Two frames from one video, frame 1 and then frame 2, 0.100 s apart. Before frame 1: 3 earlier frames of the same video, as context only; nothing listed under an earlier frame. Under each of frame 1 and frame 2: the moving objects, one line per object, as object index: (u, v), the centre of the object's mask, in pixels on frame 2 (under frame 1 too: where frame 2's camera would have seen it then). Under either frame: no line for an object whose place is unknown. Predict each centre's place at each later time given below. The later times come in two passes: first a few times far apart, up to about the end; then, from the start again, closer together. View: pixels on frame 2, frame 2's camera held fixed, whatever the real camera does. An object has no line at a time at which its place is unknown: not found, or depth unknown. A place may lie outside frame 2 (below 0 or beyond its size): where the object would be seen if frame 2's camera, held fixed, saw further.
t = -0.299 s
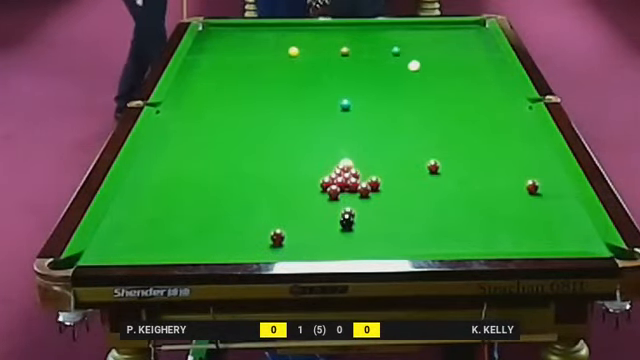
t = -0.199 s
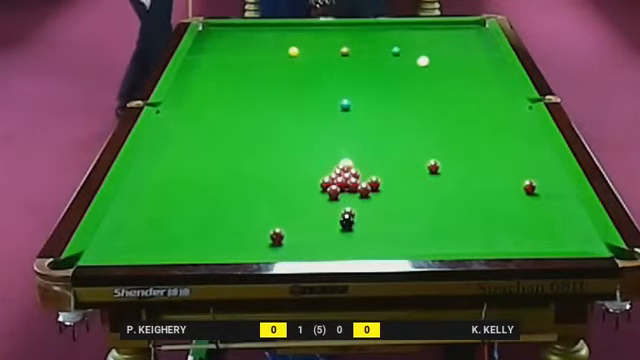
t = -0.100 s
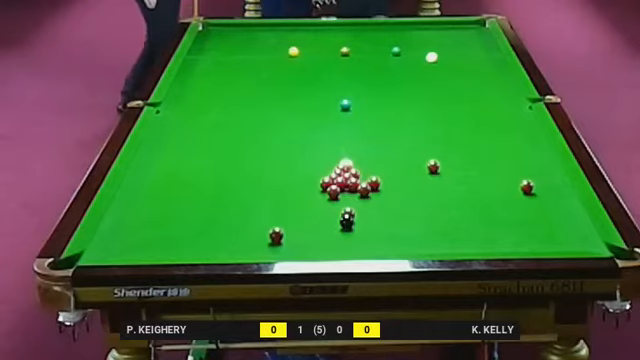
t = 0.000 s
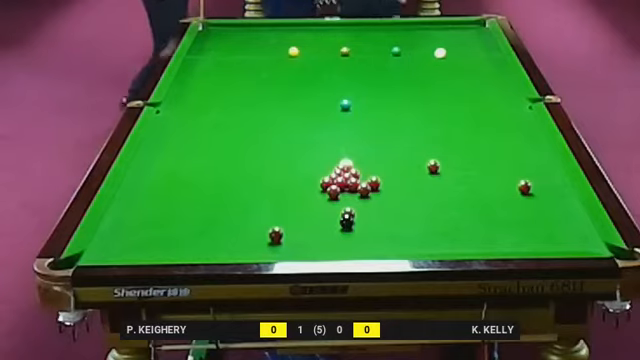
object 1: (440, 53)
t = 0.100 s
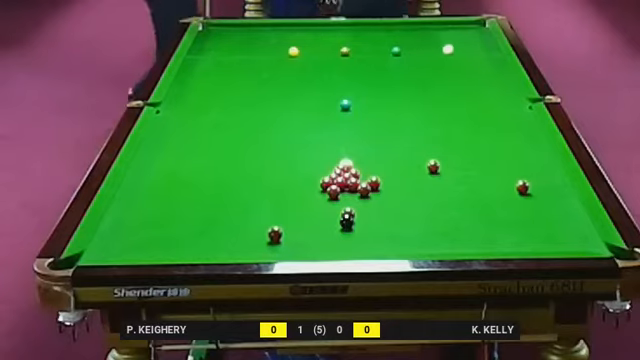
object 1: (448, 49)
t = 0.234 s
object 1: (458, 44)
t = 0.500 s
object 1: (477, 34)
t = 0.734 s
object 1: (480, 28)
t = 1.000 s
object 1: (466, 23)
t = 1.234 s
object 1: (459, 25)
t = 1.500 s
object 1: (453, 28)
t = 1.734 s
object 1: (448, 32)
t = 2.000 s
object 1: (442, 35)
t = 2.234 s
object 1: (438, 38)
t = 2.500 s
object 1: (433, 41)
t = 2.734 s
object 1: (429, 44)
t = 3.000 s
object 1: (425, 47)
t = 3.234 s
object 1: (422, 48)
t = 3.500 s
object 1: (419, 50)
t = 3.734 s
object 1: (416, 51)
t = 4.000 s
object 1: (414, 53)
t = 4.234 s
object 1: (412, 54)
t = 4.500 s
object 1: (410, 55)
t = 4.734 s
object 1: (410, 55)
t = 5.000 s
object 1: (410, 55)
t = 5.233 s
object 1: (409, 55)
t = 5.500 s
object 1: (409, 55)
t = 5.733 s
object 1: (409, 55)
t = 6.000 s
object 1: (409, 55)
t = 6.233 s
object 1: (409, 55)
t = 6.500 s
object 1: (409, 55)
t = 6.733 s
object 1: (409, 55)
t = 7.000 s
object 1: (409, 55)
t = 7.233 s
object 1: (409, 55)
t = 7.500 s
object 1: (409, 55)
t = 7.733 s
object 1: (409, 55)
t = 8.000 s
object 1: (409, 55)
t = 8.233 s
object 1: (409, 55)
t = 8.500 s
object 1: (409, 55)
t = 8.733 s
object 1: (409, 55)
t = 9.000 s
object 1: (409, 55)
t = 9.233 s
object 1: (409, 55)
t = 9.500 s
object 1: (409, 55)
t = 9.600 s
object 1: (409, 55)
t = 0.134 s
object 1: (451, 47)
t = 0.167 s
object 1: (453, 46)
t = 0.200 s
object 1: (456, 45)
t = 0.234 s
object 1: (458, 44)
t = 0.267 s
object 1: (461, 43)
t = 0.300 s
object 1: (463, 42)
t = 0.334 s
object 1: (465, 40)
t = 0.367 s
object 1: (468, 39)
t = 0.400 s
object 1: (470, 38)
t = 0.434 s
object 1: (473, 37)
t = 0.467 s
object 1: (474, 36)
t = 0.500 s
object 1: (477, 34)
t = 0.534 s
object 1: (480, 34)
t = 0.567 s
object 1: (482, 32)
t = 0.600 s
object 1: (484, 31)
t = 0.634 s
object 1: (485, 31)
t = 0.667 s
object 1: (483, 30)
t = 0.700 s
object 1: (481, 29)
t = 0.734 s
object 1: (480, 28)
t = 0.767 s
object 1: (478, 28)
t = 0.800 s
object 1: (476, 27)
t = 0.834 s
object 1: (474, 26)
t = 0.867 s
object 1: (473, 25)
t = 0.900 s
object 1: (471, 25)
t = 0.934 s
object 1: (469, 24)
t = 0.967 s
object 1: (468, 23)
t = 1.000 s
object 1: (466, 23)
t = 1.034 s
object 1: (465, 22)
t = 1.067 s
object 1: (464, 22)
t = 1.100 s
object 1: (463, 22)
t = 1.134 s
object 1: (462, 23)
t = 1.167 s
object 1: (461, 23)
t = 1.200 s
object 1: (460, 24)
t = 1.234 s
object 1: (459, 25)
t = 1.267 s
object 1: (458, 25)
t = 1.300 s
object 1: (458, 26)
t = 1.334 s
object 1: (457, 26)
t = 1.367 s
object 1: (456, 27)
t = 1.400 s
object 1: (455, 27)
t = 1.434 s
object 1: (454, 28)
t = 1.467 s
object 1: (453, 28)
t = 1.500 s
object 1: (453, 28)
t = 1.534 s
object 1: (452, 29)
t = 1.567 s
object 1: (451, 29)
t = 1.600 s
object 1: (450, 30)
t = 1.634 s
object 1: (450, 30)
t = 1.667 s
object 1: (449, 31)
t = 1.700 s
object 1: (448, 31)
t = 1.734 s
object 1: (448, 32)
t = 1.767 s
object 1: (447, 32)
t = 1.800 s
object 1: (446, 32)
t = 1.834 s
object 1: (445, 33)
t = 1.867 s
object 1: (445, 33)
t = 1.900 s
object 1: (444, 34)
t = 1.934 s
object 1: (443, 34)
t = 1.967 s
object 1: (443, 35)
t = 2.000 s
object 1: (442, 35)
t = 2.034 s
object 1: (441, 36)
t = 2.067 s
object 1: (441, 36)
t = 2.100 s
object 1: (440, 36)
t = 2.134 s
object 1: (439, 37)
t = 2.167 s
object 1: (439, 37)
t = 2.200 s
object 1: (439, 38)
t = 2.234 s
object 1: (438, 38)
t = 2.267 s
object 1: (437, 39)
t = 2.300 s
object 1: (436, 39)
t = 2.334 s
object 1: (436, 39)
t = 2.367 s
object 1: (435, 40)
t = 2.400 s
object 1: (434, 40)
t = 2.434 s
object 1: (434, 41)
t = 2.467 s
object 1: (433, 41)
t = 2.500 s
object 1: (433, 41)
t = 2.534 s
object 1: (432, 42)
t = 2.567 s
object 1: (432, 42)
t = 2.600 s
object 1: (431, 42)
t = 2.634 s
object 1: (431, 43)
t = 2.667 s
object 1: (430, 43)
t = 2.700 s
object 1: (429, 43)
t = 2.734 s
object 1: (429, 44)
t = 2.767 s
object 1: (428, 44)
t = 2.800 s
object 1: (428, 44)
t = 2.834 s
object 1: (427, 45)
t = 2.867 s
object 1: (427, 45)
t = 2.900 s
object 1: (426, 45)
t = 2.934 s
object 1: (426, 46)
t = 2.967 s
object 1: (425, 46)
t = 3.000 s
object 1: (425, 47)
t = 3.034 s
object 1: (424, 47)
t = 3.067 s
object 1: (424, 47)
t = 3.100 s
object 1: (423, 47)
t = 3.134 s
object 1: (423, 47)
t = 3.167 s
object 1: (423, 48)
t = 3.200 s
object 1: (422, 48)
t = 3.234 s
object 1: (422, 48)
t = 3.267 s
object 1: (422, 48)
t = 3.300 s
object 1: (421, 49)
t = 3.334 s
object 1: (421, 49)
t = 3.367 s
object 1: (420, 49)
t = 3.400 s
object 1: (420, 50)
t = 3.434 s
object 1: (419, 50)
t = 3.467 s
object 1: (419, 50)
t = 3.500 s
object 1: (419, 50)
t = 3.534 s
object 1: (418, 51)
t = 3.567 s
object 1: (418, 51)
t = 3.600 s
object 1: (418, 51)
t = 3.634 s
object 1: (417, 51)
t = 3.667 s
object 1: (417, 51)
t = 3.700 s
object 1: (417, 51)
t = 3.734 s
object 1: (416, 51)
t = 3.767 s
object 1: (416, 52)
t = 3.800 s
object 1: (416, 52)
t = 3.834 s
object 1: (415, 52)
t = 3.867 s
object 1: (415, 52)
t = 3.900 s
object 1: (415, 52)
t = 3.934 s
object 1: (415, 52)
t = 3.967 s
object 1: (414, 53)
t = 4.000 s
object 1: (414, 53)
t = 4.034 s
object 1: (413, 53)
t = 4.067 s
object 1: (413, 53)
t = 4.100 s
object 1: (413, 53)
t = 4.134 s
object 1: (413, 54)
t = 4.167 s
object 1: (413, 54)
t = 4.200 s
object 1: (413, 54)
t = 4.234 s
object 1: (412, 54)
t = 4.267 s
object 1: (412, 54)
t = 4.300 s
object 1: (411, 54)
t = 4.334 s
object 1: (411, 54)
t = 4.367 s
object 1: (411, 54)
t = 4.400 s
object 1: (411, 55)
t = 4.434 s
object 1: (411, 55)
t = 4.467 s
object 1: (410, 55)
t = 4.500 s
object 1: (410, 55)
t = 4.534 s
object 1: (410, 55)
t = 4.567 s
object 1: (410, 55)
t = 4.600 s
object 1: (410, 55)
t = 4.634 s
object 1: (410, 55)
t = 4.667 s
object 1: (410, 55)
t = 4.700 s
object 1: (410, 55)
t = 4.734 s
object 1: (410, 55)
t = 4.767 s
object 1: (410, 55)
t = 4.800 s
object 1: (410, 55)
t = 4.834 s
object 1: (410, 55)
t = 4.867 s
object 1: (410, 55)
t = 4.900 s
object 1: (410, 55)
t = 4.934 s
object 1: (410, 55)
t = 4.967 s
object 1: (410, 55)
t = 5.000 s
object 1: (410, 55)
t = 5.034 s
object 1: (410, 55)
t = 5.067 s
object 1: (410, 55)
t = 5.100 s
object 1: (410, 55)
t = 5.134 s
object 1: (410, 55)
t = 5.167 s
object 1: (410, 55)
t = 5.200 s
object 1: (409, 55)
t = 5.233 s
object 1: (409, 55)
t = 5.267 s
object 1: (409, 55)
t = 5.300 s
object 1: (409, 55)
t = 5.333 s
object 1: (409, 55)
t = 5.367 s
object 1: (409, 55)
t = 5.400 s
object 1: (409, 55)
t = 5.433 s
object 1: (409, 55)
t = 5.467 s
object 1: (409, 55)
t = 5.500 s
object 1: (409, 55)
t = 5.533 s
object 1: (409, 55)
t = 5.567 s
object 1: (409, 55)
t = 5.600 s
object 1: (409, 55)
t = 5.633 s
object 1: (409, 55)
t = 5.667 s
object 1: (409, 55)
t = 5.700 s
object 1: (409, 55)
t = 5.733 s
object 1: (409, 55)
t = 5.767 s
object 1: (409, 55)
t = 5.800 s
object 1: (409, 55)
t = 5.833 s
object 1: (409, 55)
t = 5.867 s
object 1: (409, 55)
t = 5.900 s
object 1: (409, 55)
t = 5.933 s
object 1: (409, 55)
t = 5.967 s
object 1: (409, 55)
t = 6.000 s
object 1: (409, 55)
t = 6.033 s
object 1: (409, 55)
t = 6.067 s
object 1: (409, 55)
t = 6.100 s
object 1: (409, 55)
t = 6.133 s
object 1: (409, 55)
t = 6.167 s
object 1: (409, 55)
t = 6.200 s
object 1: (409, 55)
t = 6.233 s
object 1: (409, 55)
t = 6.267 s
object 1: (409, 55)
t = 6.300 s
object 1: (409, 55)
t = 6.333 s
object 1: (409, 55)
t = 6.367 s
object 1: (409, 55)
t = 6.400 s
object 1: (409, 55)
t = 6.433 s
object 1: (409, 55)
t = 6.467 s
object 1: (409, 55)
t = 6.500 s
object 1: (409, 55)
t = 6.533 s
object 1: (409, 55)
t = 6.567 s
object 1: (409, 55)
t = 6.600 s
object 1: (409, 55)
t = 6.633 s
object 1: (409, 55)
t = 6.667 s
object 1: (409, 55)
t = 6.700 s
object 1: (409, 55)
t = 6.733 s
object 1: (409, 55)
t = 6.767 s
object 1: (409, 55)
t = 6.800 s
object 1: (409, 55)
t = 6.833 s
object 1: (409, 55)
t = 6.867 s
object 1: (409, 55)
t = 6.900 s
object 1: (409, 55)
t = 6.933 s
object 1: (409, 55)
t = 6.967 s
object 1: (409, 55)
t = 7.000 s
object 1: (409, 55)
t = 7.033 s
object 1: (409, 55)
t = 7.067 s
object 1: (409, 55)
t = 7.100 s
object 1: (409, 55)
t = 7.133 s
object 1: (409, 55)
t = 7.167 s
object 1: (409, 55)
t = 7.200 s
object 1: (409, 55)
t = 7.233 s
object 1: (409, 55)
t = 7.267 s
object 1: (409, 55)
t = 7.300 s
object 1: (409, 55)
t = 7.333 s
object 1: (409, 55)
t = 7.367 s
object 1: (409, 55)
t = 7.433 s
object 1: (409, 55)
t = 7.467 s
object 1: (409, 55)
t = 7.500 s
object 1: (409, 55)
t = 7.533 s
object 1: (409, 55)
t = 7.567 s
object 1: (409, 55)
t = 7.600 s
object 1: (409, 55)
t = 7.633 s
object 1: (409, 55)
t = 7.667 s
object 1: (409, 55)
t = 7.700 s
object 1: (409, 55)
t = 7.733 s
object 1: (409, 55)
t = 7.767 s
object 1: (409, 55)
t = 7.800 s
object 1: (409, 55)
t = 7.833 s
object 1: (409, 55)
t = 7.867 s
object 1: (409, 55)
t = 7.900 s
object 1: (409, 55)
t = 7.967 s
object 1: (409, 55)
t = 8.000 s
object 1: (409, 55)
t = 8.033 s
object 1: (409, 55)
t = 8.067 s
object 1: (409, 55)
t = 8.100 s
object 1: (409, 55)
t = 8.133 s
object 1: (409, 55)
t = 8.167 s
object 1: (409, 55)
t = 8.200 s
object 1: (409, 55)
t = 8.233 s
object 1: (409, 55)
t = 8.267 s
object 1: (409, 55)
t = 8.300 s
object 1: (409, 55)
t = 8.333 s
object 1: (409, 55)
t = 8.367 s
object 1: (409, 55)
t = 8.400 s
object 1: (409, 55)
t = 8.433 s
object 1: (409, 55)
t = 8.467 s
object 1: (409, 55)
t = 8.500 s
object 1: (409, 55)
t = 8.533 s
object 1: (409, 55)
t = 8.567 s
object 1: (409, 55)
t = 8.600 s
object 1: (409, 55)
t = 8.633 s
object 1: (409, 55)
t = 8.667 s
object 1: (409, 55)
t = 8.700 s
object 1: (409, 55)
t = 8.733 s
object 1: (409, 55)
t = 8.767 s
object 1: (409, 55)
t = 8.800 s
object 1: (409, 55)
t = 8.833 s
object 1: (409, 55)
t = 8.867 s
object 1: (409, 55)
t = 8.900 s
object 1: (409, 55)
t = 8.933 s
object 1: (409, 55)
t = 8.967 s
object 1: (409, 55)
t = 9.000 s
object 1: (409, 55)
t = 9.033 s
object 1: (409, 55)
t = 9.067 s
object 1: (409, 55)
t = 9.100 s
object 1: (409, 55)
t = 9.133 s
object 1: (409, 55)
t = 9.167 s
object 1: (409, 55)
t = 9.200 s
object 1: (409, 55)
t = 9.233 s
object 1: (409, 55)
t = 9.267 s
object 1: (409, 55)
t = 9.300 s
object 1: (409, 55)
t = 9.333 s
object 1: (409, 55)
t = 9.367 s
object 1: (409, 55)
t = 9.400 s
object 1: (409, 55)
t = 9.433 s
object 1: (409, 55)
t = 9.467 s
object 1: (409, 55)
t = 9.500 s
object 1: (409, 55)
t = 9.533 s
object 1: (409, 55)
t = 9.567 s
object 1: (409, 55)
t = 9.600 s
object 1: (409, 55)
